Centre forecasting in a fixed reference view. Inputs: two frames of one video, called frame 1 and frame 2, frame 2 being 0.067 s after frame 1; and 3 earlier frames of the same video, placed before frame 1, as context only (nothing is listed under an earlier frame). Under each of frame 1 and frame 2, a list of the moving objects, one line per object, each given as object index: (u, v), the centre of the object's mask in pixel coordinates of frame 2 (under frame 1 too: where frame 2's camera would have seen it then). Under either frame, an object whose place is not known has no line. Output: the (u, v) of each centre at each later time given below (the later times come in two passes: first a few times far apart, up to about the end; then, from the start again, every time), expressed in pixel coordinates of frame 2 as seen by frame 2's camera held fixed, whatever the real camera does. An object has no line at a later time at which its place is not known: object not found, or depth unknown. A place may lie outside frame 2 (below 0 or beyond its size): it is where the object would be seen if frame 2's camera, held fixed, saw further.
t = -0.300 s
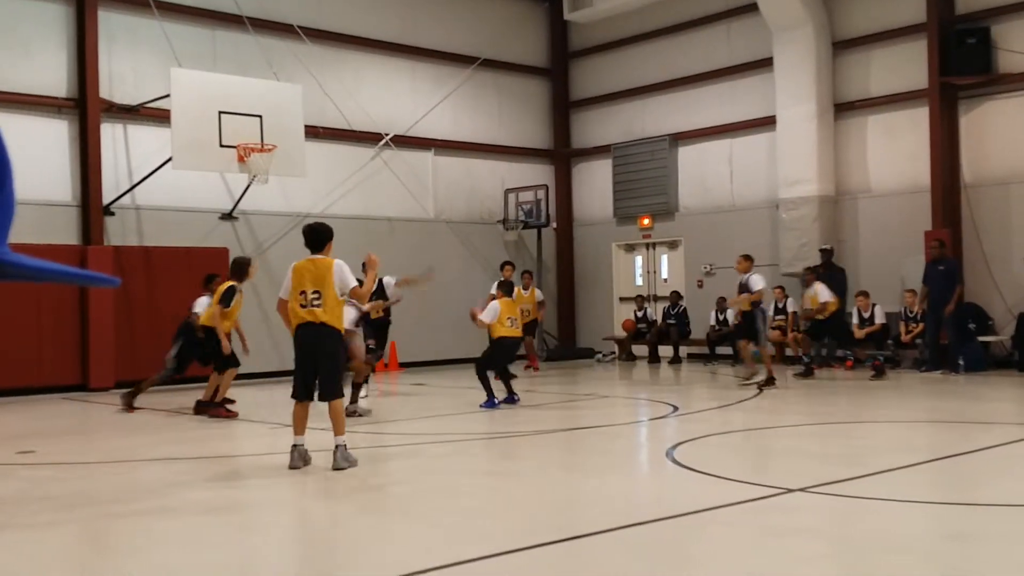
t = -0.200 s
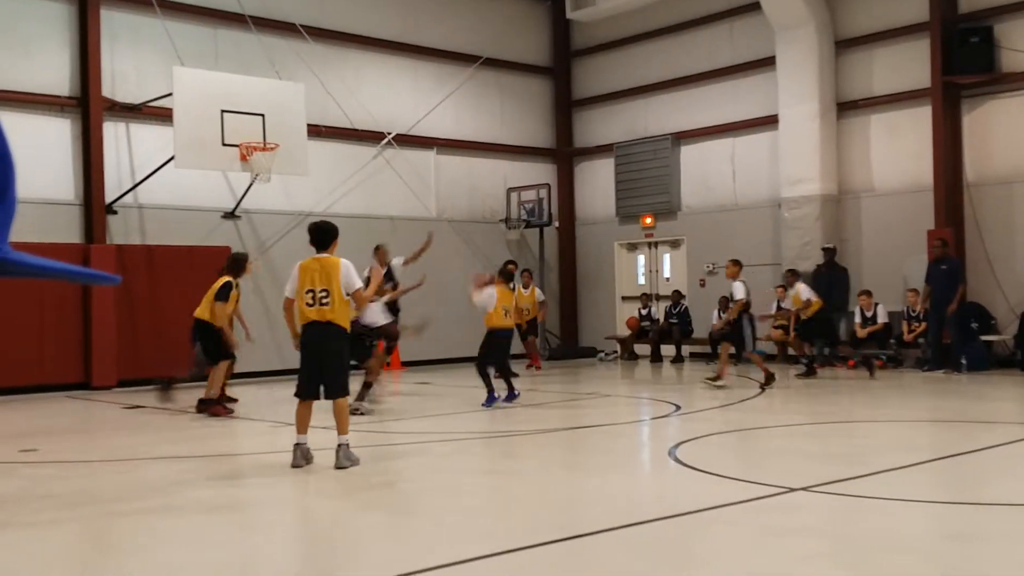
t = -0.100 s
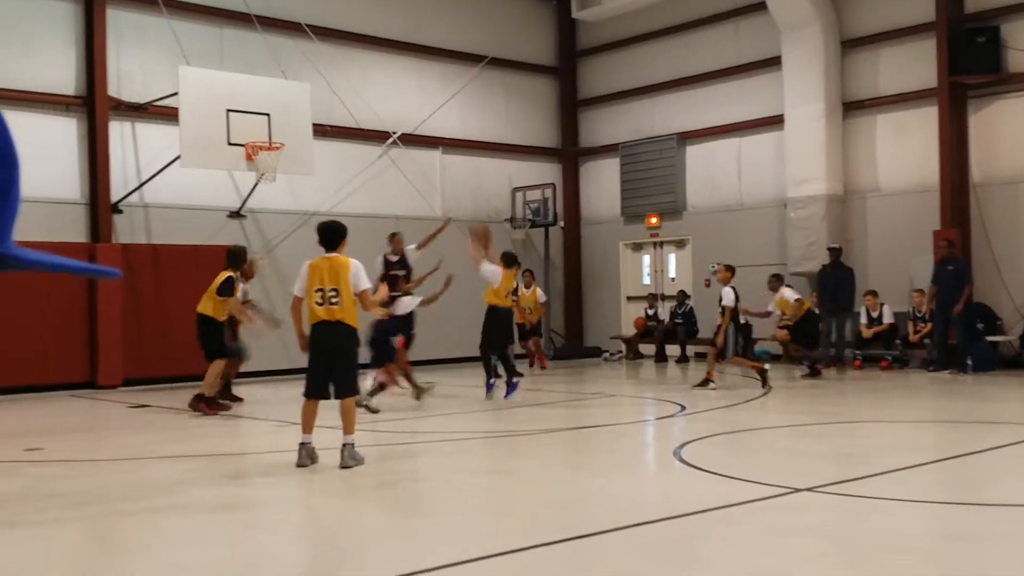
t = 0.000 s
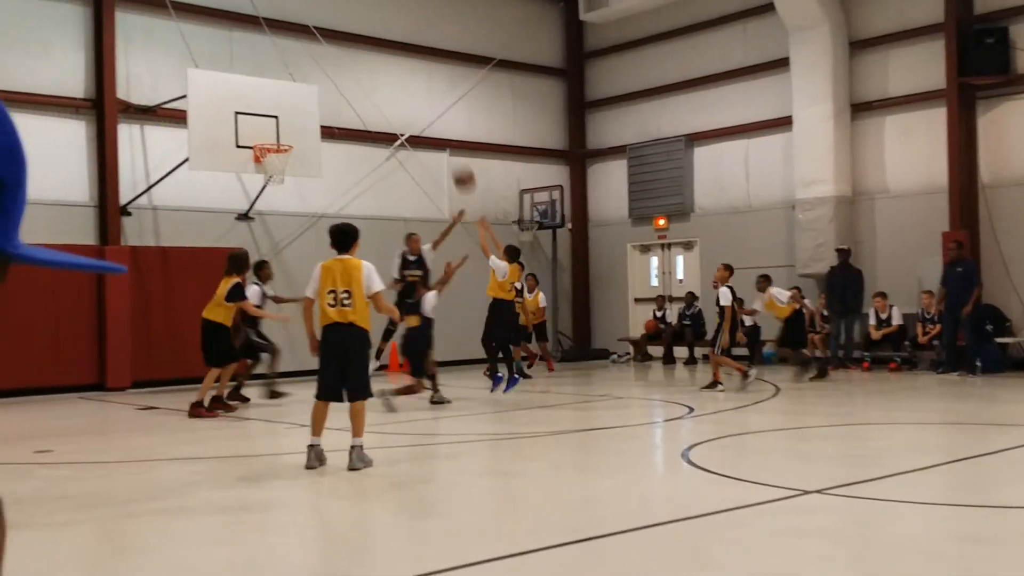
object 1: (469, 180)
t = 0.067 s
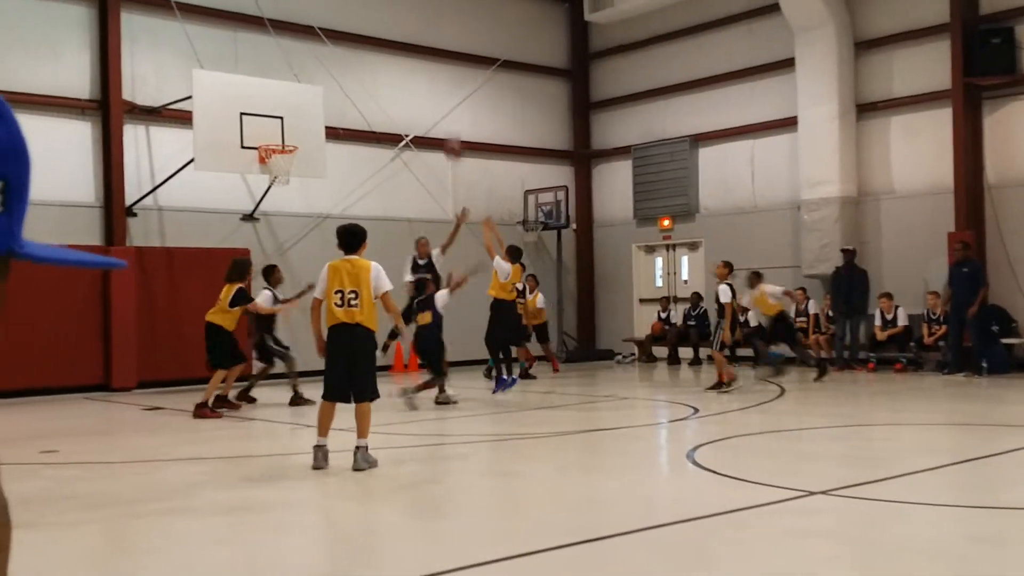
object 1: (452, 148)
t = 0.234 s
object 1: (415, 89)
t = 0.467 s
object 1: (367, 51)
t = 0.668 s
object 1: (331, 58)
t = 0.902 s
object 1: (292, 105)
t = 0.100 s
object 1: (445, 130)
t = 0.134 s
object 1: (437, 119)
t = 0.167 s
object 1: (430, 108)
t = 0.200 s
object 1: (423, 98)
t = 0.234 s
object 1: (415, 89)
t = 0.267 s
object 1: (408, 80)
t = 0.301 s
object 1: (401, 73)
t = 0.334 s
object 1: (394, 67)
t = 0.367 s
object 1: (387, 62)
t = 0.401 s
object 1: (380, 57)
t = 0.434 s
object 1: (374, 53)
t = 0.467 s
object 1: (367, 51)
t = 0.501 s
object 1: (361, 49)
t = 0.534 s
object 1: (355, 49)
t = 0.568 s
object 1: (349, 49)
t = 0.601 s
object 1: (343, 51)
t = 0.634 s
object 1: (337, 54)
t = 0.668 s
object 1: (331, 58)
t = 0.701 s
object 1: (325, 63)
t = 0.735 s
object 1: (319, 67)
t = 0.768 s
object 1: (314, 73)
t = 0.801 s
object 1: (308, 80)
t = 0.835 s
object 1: (302, 88)
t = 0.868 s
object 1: (297, 96)
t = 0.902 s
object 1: (292, 105)
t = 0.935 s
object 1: (287, 115)
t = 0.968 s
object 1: (281, 127)
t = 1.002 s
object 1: (277, 136)
